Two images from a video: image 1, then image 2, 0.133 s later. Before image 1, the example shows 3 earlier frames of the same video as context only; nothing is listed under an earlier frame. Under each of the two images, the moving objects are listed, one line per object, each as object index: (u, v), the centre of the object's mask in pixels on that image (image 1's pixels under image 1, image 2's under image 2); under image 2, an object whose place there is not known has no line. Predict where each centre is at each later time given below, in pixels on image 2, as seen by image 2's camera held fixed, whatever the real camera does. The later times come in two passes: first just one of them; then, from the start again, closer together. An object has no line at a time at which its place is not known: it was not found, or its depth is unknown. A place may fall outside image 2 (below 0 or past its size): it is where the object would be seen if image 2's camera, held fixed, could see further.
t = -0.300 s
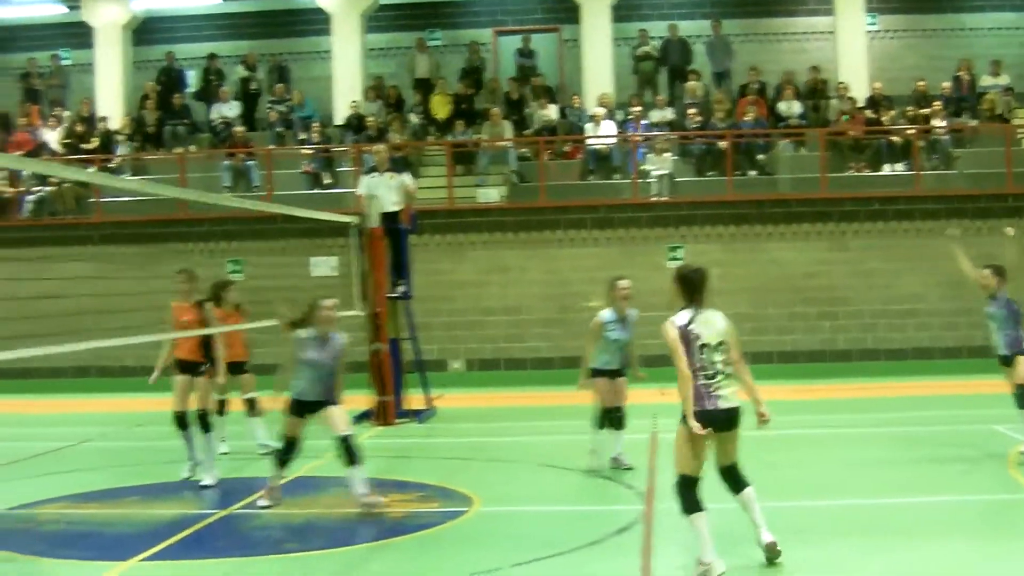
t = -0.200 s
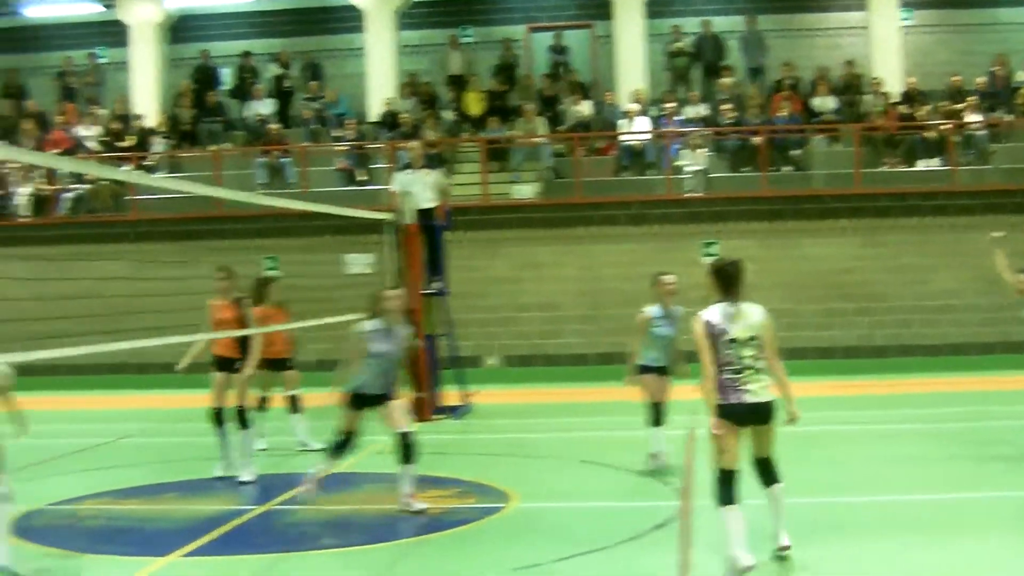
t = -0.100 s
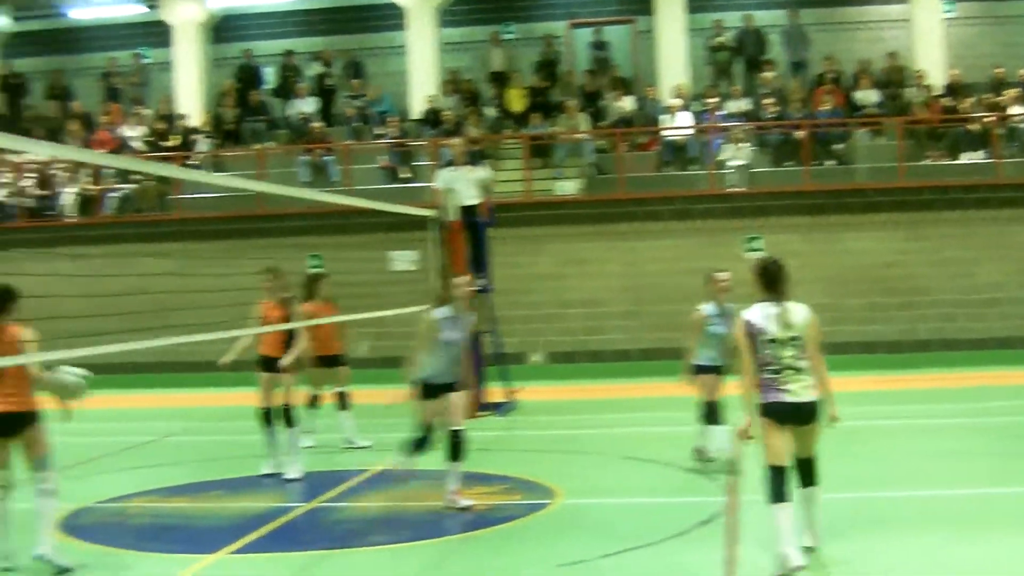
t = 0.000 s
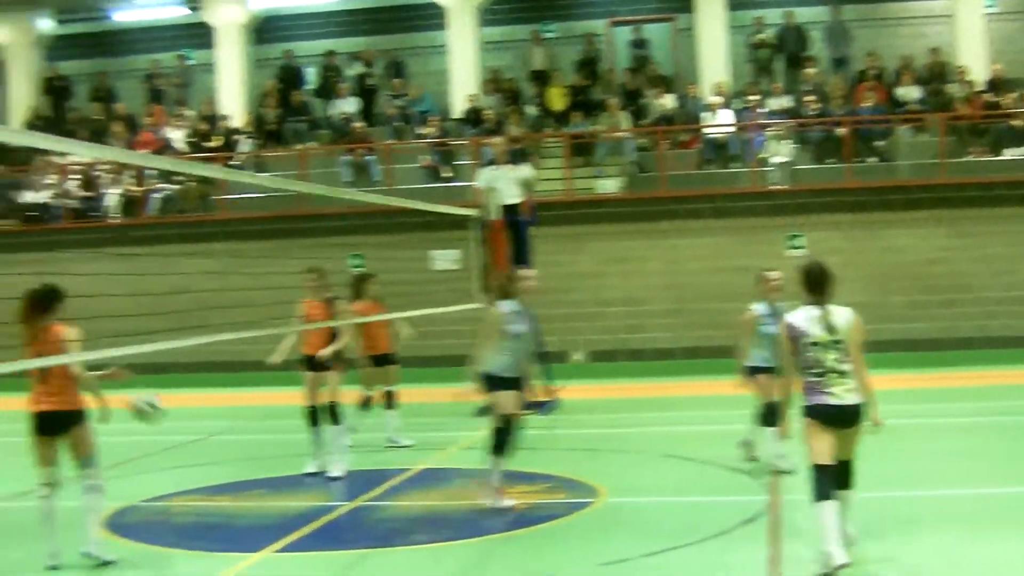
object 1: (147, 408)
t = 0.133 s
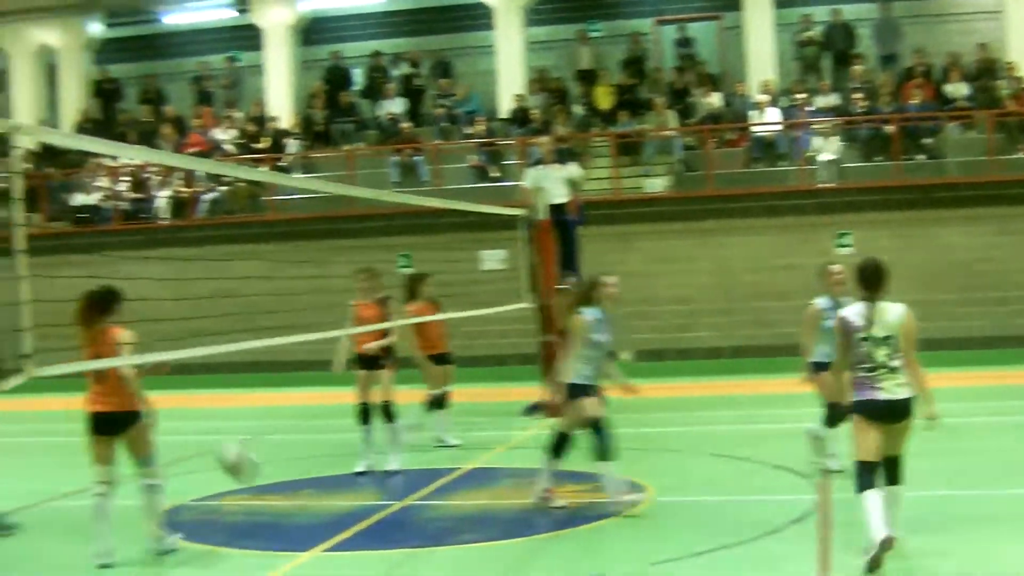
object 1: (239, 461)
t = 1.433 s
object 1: (502, 474)
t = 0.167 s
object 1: (245, 479)
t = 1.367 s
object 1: (484, 467)
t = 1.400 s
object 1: (493, 469)
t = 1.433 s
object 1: (502, 474)
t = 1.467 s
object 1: (509, 480)
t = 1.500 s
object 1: (519, 489)
